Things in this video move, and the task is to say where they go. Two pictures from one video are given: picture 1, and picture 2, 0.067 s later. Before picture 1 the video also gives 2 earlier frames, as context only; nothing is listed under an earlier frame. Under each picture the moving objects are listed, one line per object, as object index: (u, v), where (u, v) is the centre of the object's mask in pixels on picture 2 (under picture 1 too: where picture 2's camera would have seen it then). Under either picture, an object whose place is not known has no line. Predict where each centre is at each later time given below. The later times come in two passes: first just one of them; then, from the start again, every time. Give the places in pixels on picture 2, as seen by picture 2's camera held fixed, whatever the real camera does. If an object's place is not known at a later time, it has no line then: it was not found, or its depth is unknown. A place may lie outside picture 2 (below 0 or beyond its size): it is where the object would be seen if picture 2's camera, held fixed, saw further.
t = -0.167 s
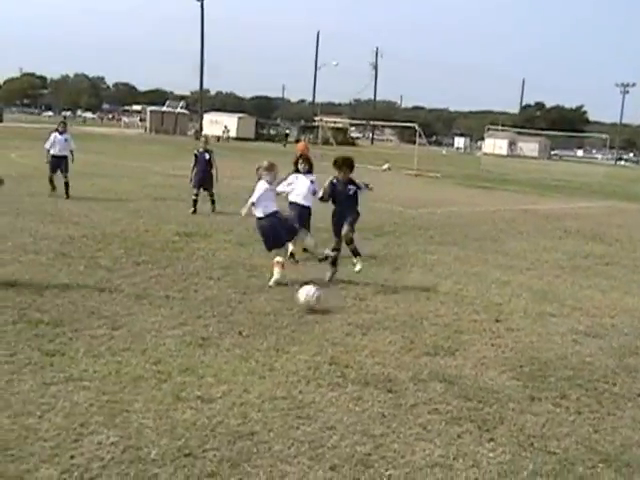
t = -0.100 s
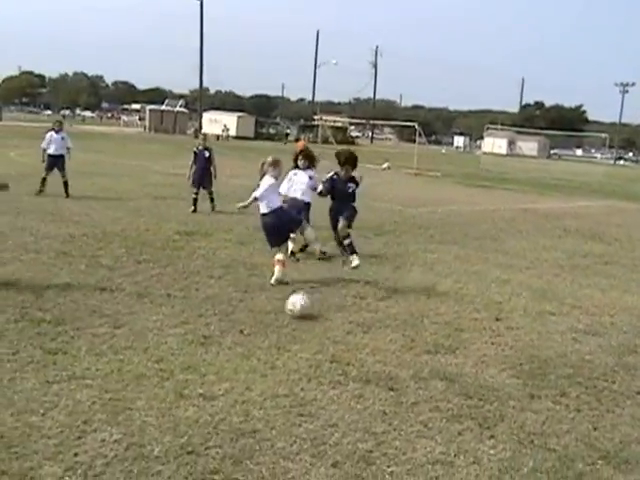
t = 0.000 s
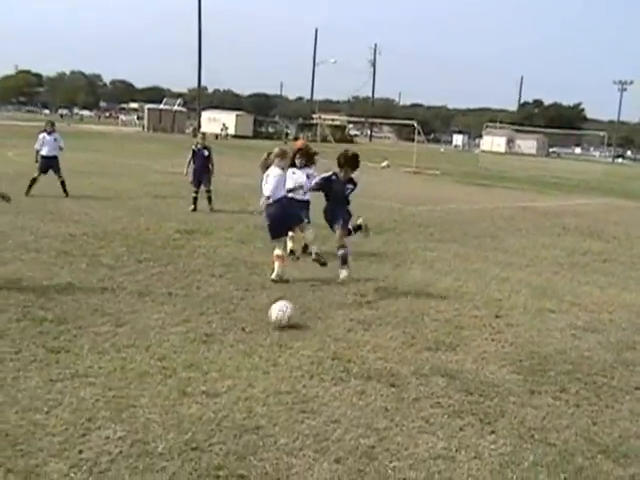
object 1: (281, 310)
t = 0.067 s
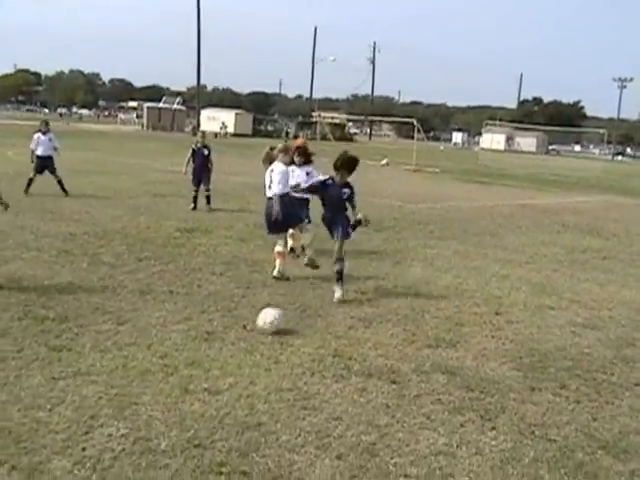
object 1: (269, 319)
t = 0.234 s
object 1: (238, 335)
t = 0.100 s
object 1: (263, 322)
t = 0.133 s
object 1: (257, 325)
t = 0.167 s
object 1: (250, 329)
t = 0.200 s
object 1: (244, 333)
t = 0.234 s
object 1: (238, 335)
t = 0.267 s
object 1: (233, 339)
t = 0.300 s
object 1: (226, 342)
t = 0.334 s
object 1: (218, 348)
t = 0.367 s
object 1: (210, 353)
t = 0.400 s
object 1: (204, 355)
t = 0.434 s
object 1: (197, 358)
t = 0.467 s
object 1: (190, 363)
